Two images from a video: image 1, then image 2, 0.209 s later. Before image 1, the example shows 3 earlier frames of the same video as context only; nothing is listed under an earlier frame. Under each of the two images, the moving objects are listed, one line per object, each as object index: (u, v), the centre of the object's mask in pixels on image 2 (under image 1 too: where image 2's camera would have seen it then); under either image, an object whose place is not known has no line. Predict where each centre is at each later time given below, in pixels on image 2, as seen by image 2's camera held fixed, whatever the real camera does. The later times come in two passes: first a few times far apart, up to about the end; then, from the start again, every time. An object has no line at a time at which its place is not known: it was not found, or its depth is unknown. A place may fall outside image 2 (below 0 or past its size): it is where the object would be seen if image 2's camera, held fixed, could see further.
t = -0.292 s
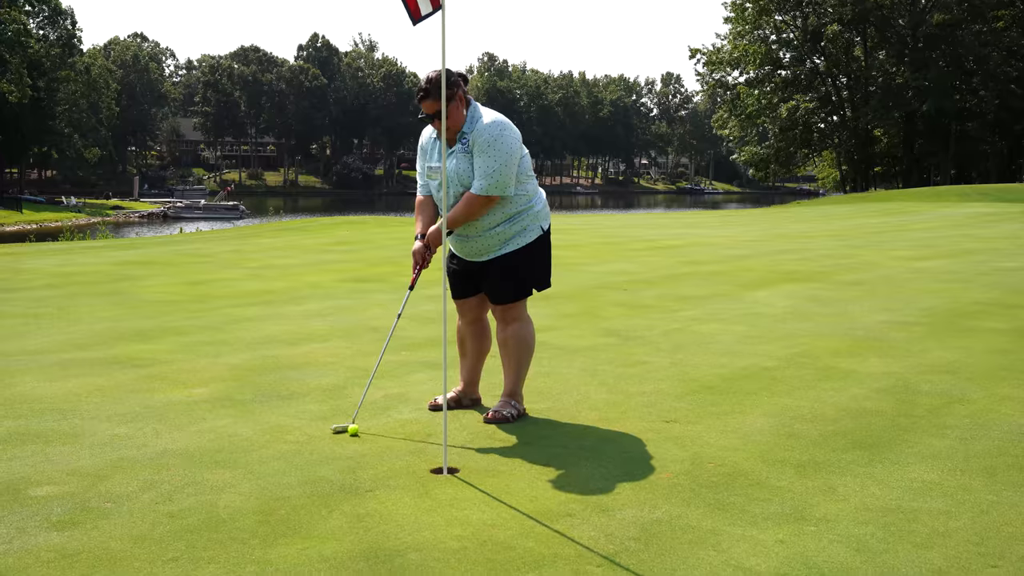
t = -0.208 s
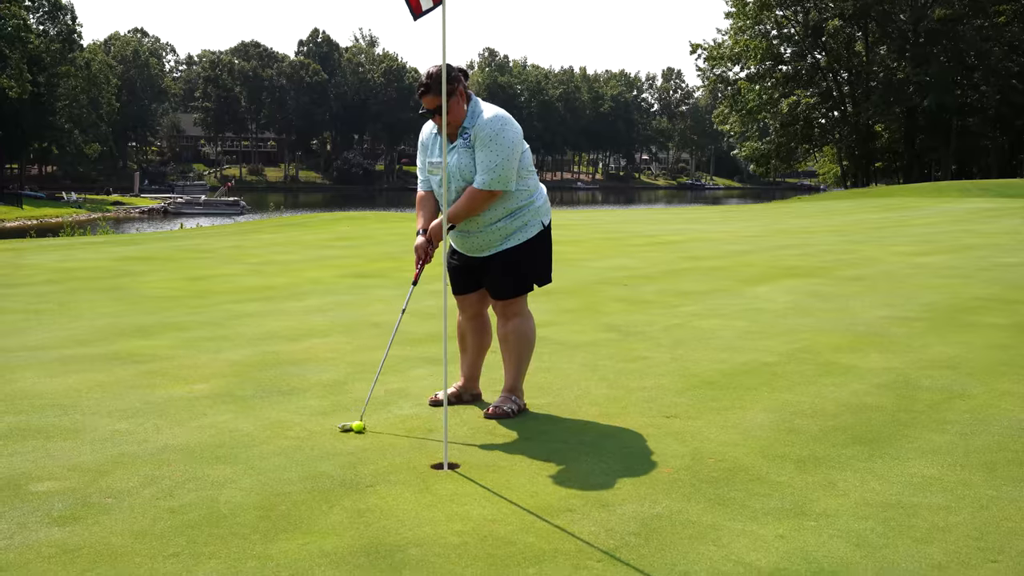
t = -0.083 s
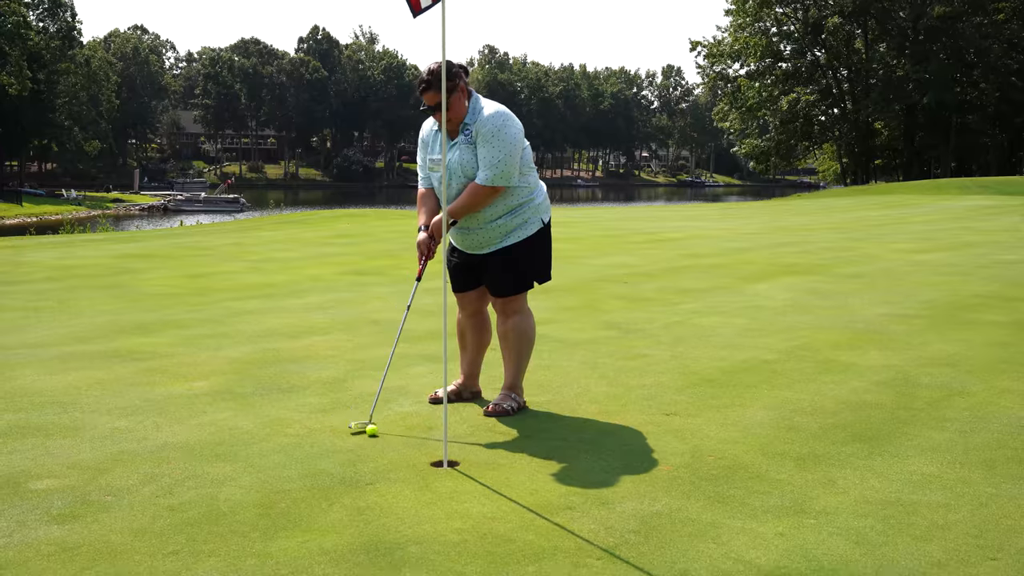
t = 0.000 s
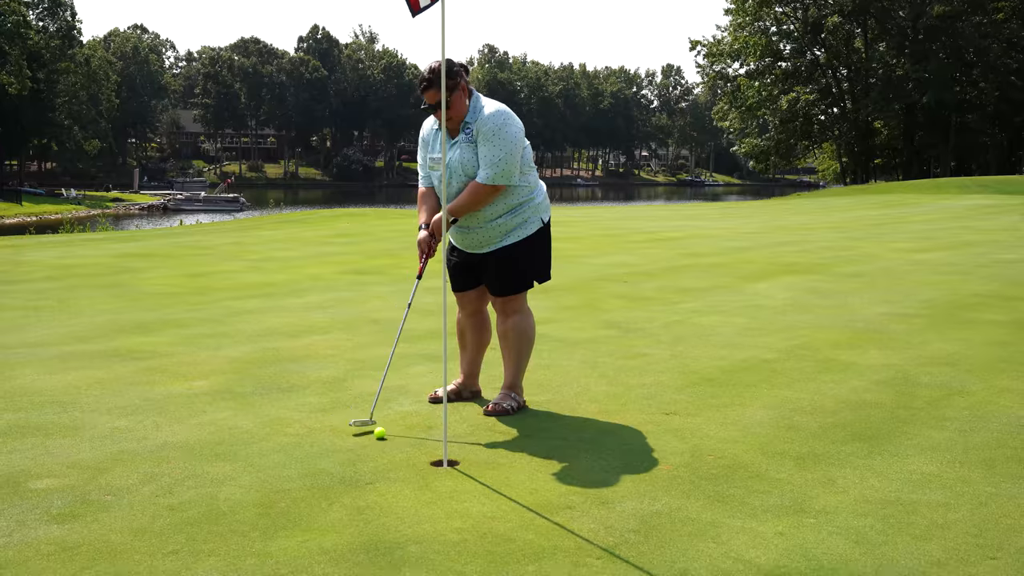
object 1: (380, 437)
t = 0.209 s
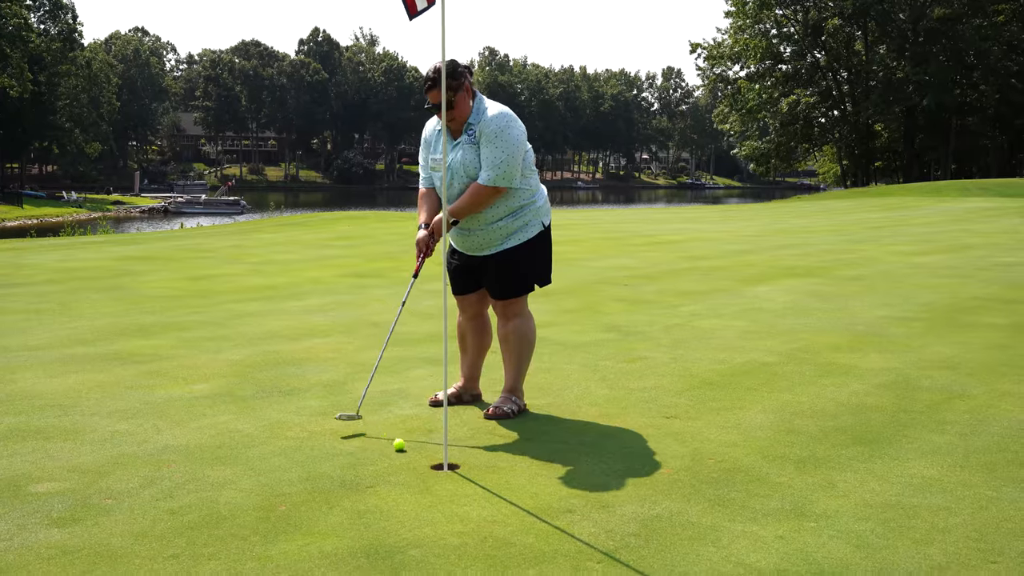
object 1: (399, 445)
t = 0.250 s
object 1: (402, 447)
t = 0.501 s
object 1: (419, 455)
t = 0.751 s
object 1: (433, 463)
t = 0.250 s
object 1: (402, 447)
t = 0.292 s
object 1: (406, 448)
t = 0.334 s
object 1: (409, 449)
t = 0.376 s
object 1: (412, 451)
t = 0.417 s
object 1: (414, 453)
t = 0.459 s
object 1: (417, 454)
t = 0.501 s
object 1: (419, 455)
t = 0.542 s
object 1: (422, 456)
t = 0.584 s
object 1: (424, 457)
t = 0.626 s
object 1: (427, 458)
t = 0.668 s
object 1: (428, 459)
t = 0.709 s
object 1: (431, 461)
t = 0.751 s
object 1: (433, 463)
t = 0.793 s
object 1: (438, 467)
